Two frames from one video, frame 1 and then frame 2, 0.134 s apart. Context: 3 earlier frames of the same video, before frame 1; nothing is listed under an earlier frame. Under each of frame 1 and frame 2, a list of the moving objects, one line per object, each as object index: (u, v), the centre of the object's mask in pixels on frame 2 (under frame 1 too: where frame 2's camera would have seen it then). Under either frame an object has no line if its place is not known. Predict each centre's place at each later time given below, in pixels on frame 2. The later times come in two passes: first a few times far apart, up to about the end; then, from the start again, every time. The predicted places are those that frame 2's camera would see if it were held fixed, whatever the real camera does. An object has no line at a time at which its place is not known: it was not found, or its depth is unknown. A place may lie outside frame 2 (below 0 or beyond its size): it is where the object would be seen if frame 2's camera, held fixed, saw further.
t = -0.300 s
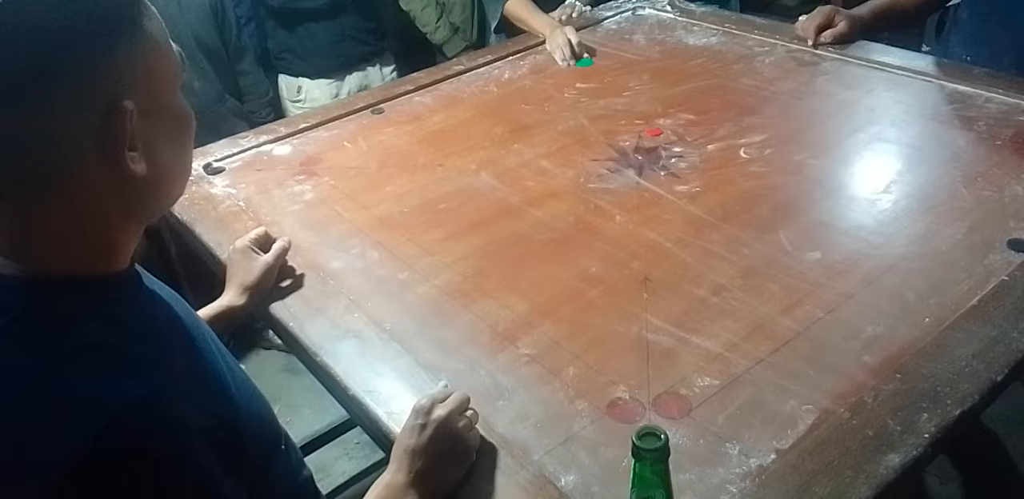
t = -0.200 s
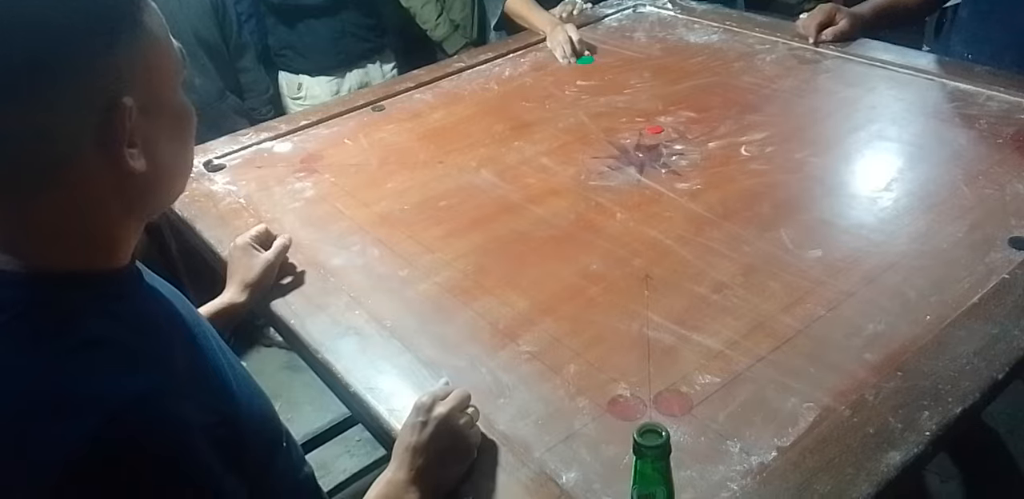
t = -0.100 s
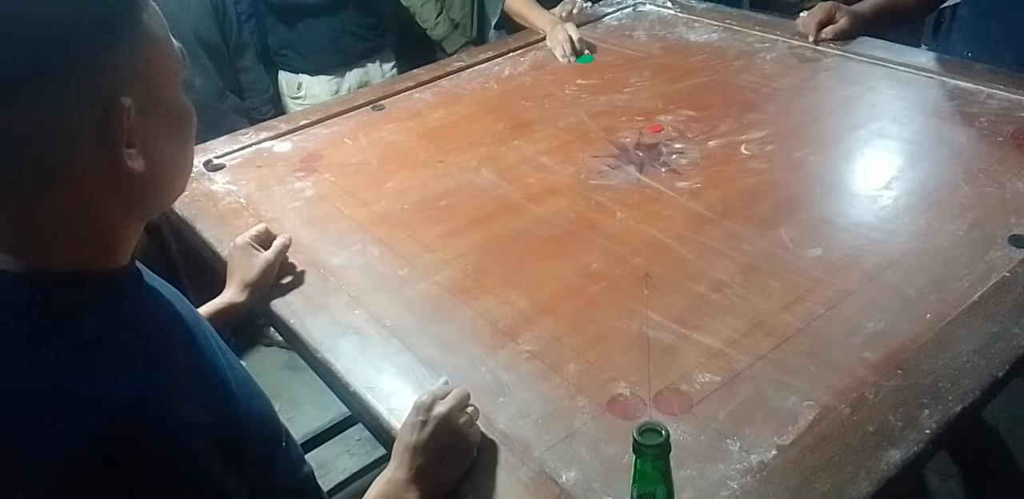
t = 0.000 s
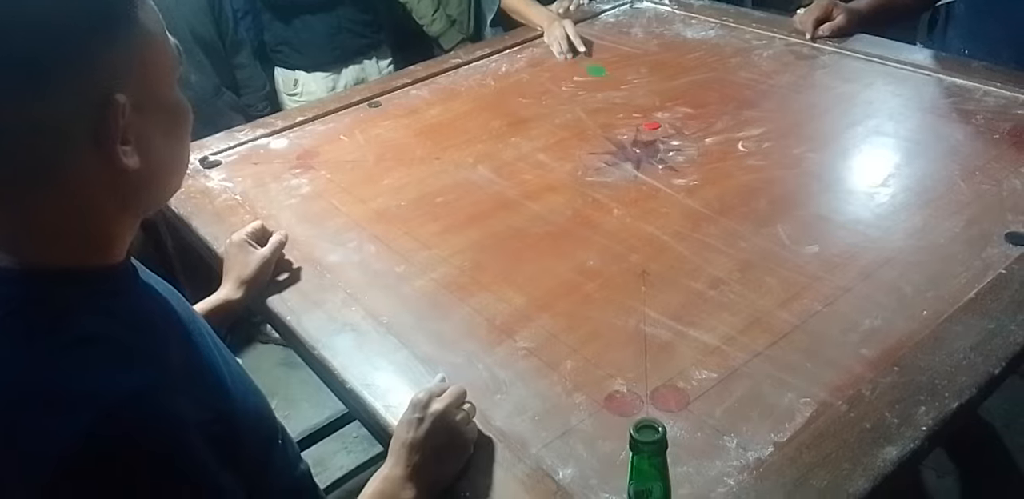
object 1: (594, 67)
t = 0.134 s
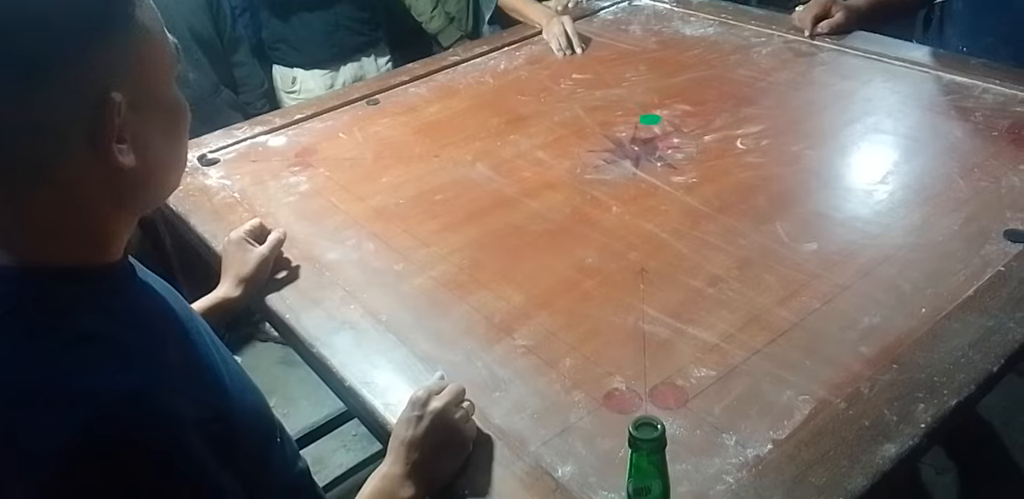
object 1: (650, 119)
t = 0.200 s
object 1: (662, 127)
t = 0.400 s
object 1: (687, 143)
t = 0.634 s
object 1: (694, 147)
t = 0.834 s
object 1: (694, 147)
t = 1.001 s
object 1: (694, 147)
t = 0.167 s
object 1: (655, 123)
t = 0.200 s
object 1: (662, 127)
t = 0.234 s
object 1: (667, 131)
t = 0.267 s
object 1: (672, 134)
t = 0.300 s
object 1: (676, 136)
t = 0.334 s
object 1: (680, 139)
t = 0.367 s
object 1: (684, 142)
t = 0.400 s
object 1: (687, 143)
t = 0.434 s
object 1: (690, 145)
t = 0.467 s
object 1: (691, 146)
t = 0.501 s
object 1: (693, 147)
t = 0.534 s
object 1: (694, 147)
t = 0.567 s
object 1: (694, 147)
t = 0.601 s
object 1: (694, 147)
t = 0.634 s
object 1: (694, 147)
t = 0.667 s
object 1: (694, 147)
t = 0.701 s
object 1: (694, 147)
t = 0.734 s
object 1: (694, 147)
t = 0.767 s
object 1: (694, 147)
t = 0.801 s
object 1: (694, 147)
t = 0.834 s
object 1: (694, 147)
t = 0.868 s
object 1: (694, 147)
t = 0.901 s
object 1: (694, 147)
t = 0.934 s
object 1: (694, 147)
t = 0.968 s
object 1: (694, 147)
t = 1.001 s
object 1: (694, 147)
